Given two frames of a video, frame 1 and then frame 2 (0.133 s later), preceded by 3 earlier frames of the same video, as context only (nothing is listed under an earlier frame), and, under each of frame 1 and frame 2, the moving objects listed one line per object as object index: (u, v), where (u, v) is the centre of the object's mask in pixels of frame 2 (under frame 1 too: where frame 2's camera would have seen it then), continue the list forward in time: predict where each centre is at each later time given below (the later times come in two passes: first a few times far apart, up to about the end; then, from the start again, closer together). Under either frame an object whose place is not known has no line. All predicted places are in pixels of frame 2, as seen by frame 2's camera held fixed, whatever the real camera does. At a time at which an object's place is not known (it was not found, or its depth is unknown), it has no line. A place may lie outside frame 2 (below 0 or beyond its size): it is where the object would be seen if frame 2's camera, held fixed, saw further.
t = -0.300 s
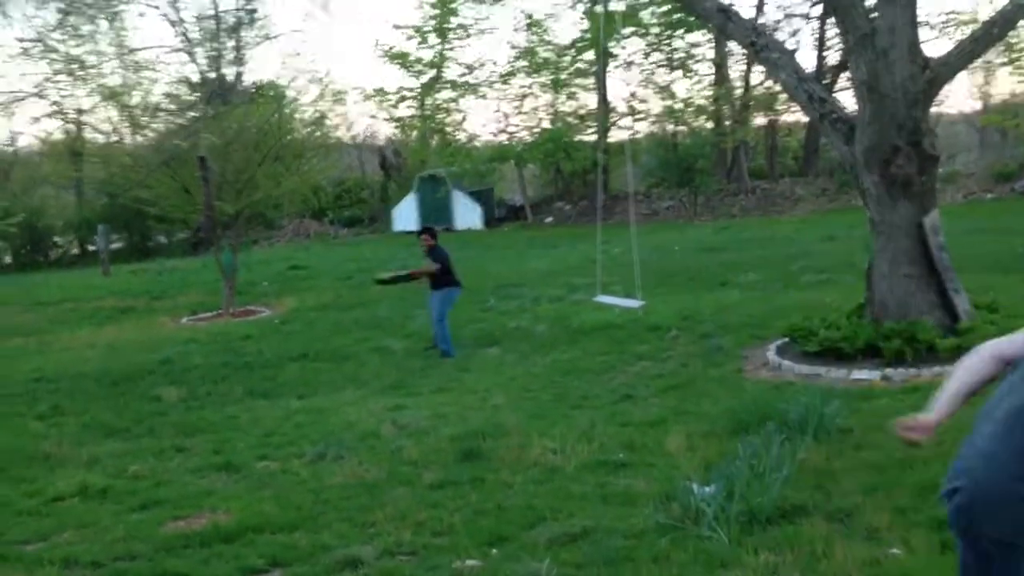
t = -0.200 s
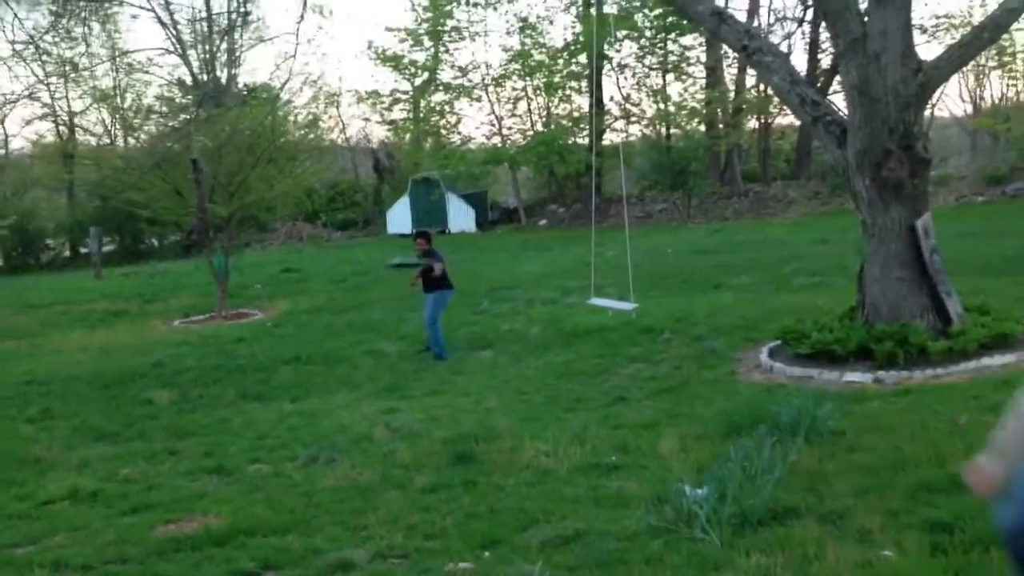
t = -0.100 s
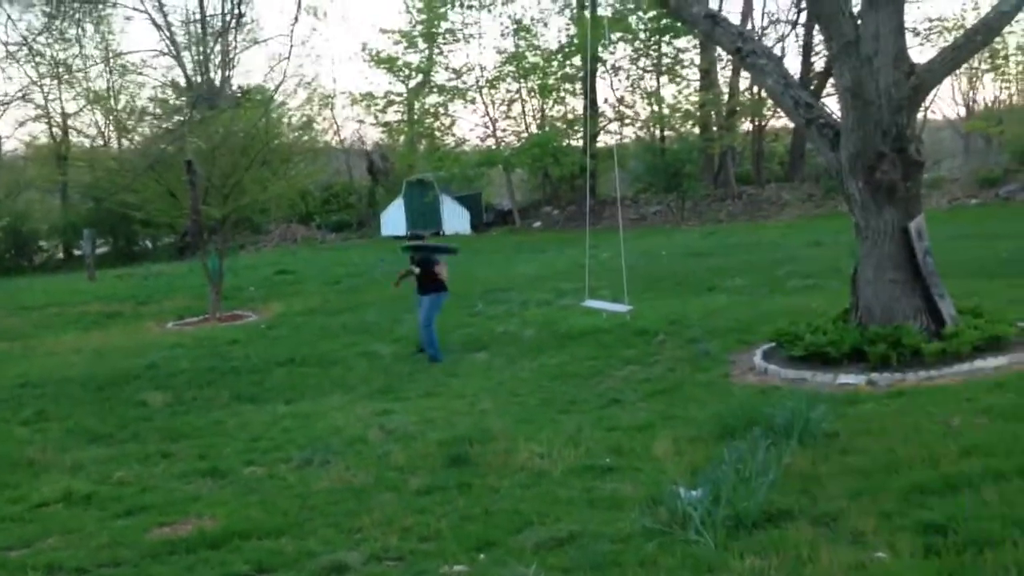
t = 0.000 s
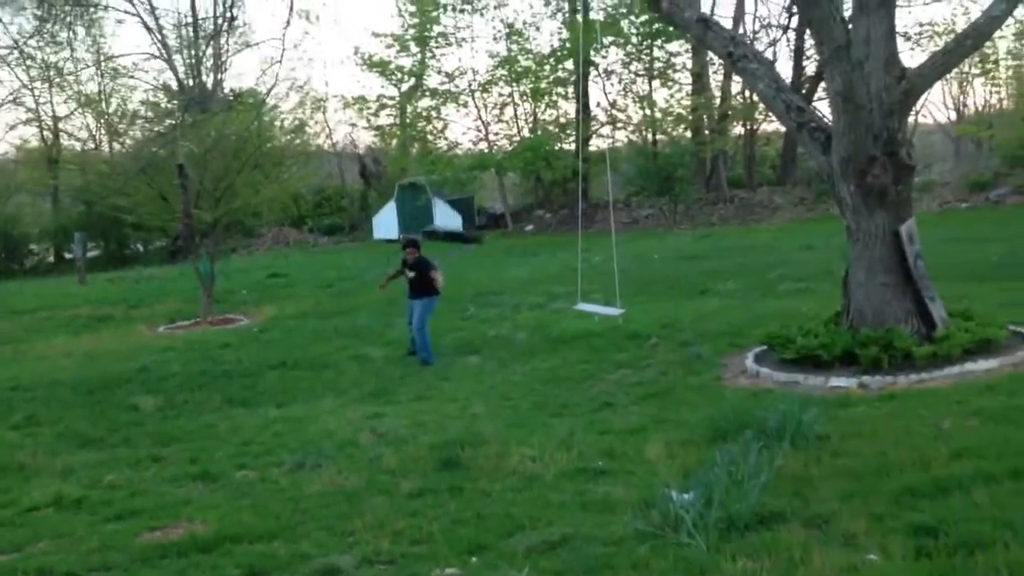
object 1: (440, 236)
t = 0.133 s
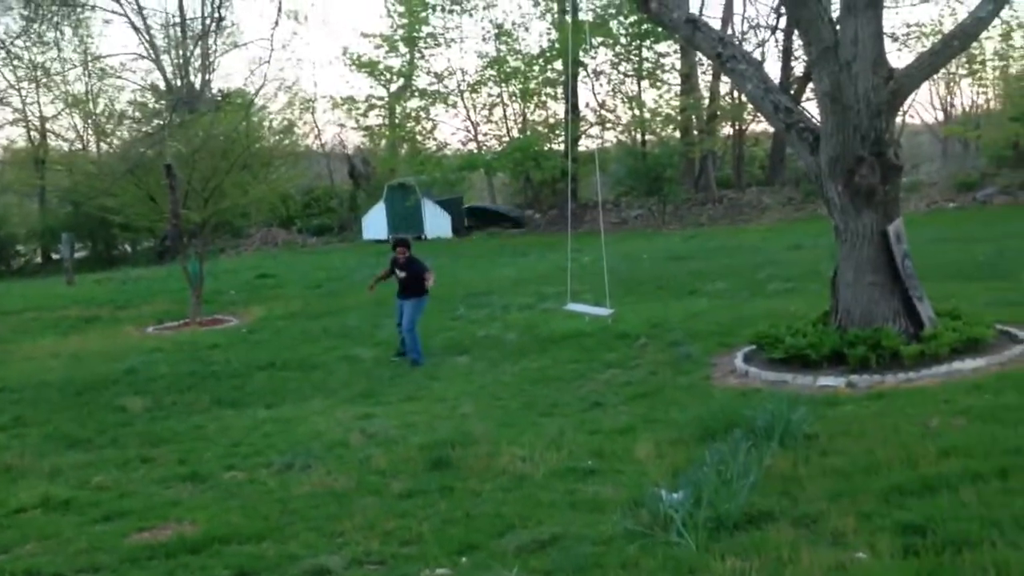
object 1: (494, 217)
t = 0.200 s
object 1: (522, 208)
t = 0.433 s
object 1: (665, 192)
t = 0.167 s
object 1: (508, 212)
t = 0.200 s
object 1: (522, 208)
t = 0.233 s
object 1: (538, 203)
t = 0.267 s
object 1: (558, 201)
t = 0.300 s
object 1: (577, 198)
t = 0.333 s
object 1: (598, 197)
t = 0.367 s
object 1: (621, 194)
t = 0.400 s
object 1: (644, 193)
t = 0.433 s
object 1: (665, 192)
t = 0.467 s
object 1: (691, 192)
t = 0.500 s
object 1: (719, 192)
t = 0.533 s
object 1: (745, 192)
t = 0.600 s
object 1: (812, 195)
